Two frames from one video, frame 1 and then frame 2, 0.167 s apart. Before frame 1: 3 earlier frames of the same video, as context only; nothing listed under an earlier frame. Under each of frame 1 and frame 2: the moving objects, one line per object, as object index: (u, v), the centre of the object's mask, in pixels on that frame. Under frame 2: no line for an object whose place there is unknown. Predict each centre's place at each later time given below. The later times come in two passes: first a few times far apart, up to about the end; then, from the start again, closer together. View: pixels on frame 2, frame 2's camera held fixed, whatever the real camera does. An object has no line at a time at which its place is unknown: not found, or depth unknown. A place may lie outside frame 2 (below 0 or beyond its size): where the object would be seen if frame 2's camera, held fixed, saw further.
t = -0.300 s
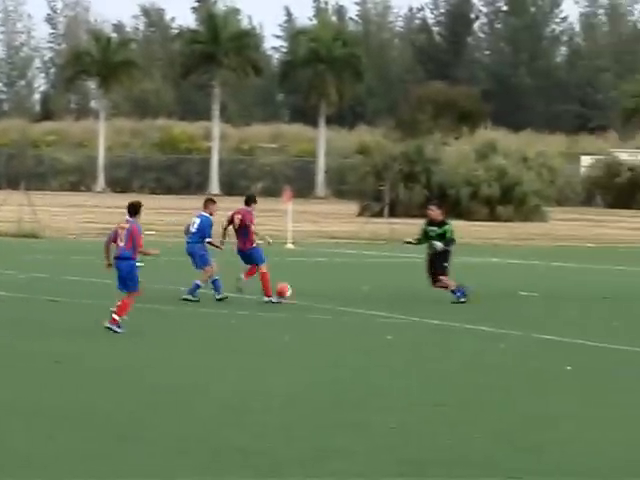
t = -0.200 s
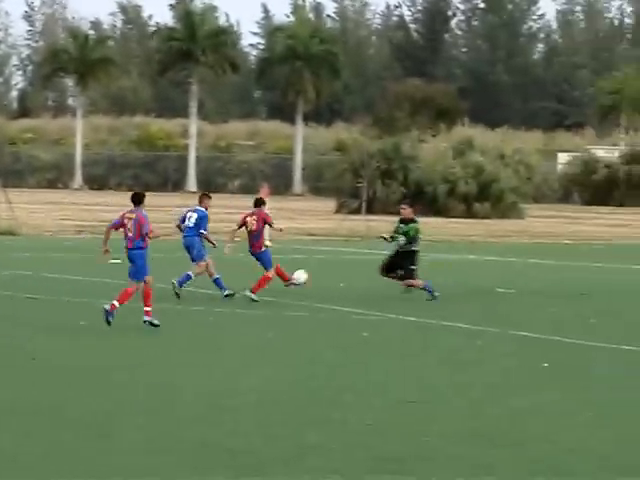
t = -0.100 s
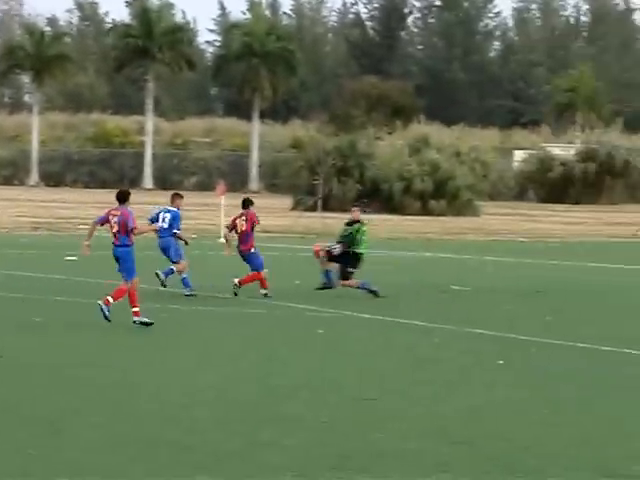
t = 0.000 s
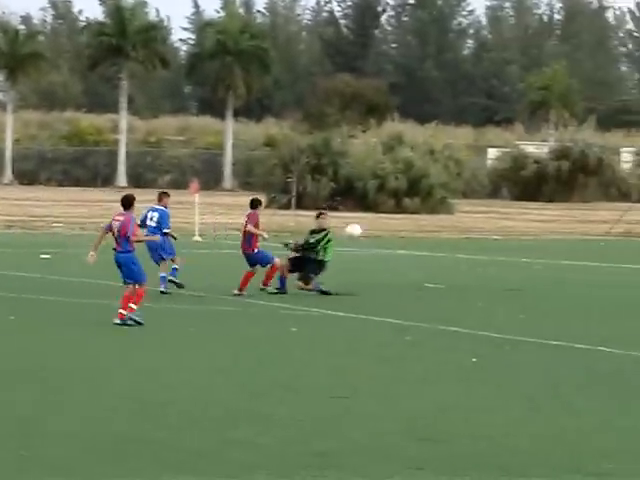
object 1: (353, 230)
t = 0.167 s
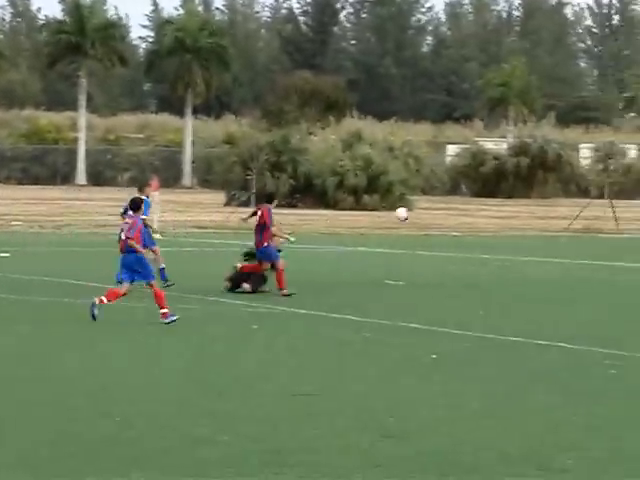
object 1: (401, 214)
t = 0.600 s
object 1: (590, 257)
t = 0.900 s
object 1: (675, 245)
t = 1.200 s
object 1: (741, 249)
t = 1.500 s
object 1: (798, 258)
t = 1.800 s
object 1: (847, 259)
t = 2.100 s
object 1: (892, 262)
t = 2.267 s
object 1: (915, 268)
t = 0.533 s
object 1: (564, 244)
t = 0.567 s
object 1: (577, 250)
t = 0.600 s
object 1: (590, 257)
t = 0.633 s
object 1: (602, 264)
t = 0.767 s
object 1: (642, 261)
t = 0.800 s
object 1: (651, 256)
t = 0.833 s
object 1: (659, 251)
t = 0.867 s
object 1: (667, 248)
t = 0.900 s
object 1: (675, 245)
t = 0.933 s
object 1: (683, 243)
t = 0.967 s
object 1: (690, 241)
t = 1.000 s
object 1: (698, 240)
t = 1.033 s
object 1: (706, 240)
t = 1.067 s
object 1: (714, 241)
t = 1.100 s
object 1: (720, 241)
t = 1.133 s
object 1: (727, 243)
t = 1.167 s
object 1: (735, 246)
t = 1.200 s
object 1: (741, 249)
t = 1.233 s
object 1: (748, 252)
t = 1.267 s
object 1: (755, 257)
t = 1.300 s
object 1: (762, 262)
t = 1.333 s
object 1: (767, 267)
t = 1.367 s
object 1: (774, 273)
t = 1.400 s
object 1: (780, 269)
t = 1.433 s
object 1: (786, 264)
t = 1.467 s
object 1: (792, 261)
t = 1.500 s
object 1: (798, 258)
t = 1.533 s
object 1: (803, 255)
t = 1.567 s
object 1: (809, 254)
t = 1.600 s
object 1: (814, 253)
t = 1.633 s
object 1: (818, 252)
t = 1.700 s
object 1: (833, 254)
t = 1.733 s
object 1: (836, 254)
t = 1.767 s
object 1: (842, 257)
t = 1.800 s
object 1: (847, 259)
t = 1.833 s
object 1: (851, 262)
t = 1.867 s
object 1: (856, 266)
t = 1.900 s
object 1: (861, 271)
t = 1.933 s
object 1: (866, 270)
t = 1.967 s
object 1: (872, 267)
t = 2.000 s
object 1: (876, 265)
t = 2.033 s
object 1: (881, 263)
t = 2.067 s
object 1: (887, 262)
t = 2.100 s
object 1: (892, 262)
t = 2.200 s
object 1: (906, 263)
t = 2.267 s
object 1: (915, 268)
